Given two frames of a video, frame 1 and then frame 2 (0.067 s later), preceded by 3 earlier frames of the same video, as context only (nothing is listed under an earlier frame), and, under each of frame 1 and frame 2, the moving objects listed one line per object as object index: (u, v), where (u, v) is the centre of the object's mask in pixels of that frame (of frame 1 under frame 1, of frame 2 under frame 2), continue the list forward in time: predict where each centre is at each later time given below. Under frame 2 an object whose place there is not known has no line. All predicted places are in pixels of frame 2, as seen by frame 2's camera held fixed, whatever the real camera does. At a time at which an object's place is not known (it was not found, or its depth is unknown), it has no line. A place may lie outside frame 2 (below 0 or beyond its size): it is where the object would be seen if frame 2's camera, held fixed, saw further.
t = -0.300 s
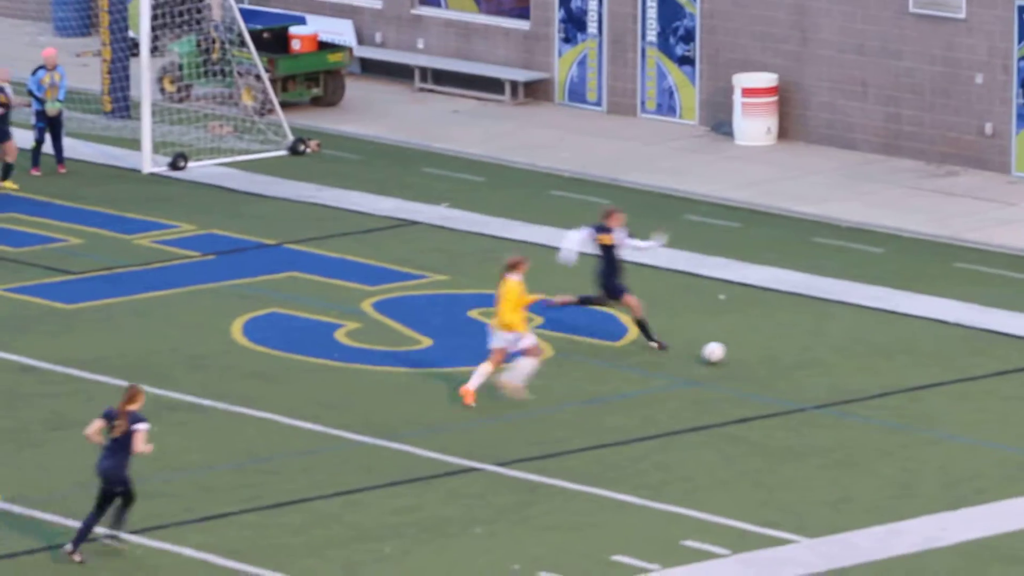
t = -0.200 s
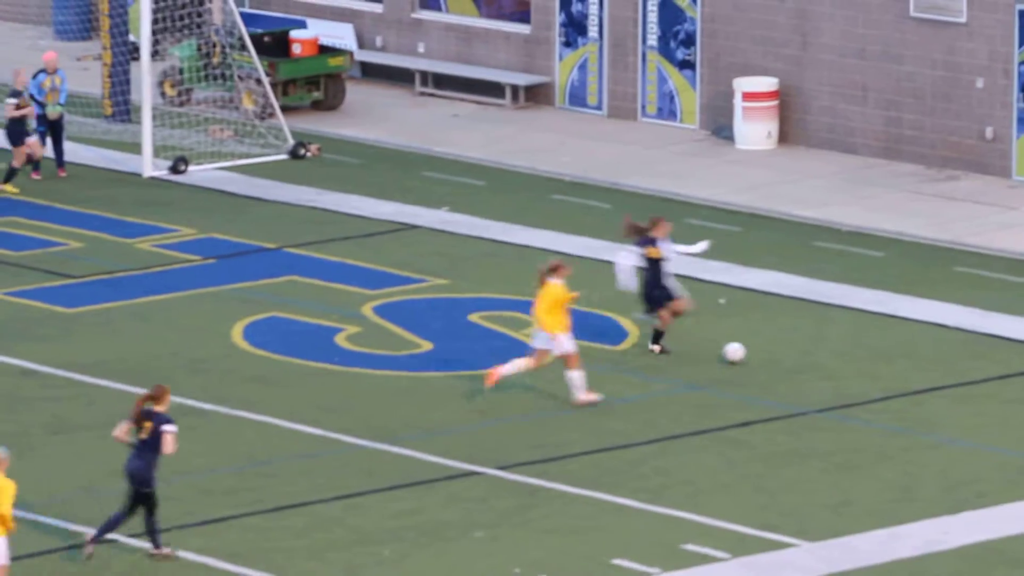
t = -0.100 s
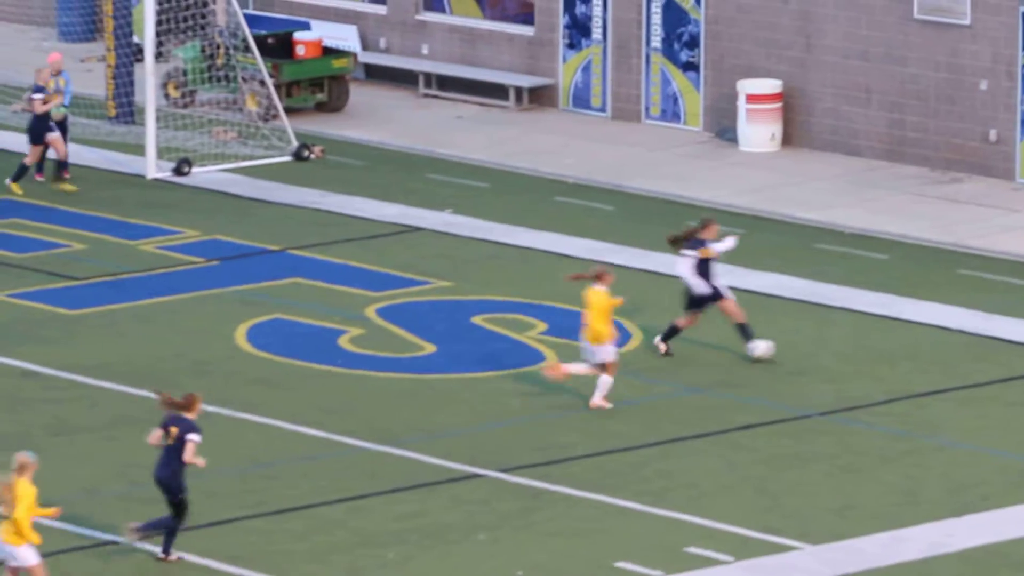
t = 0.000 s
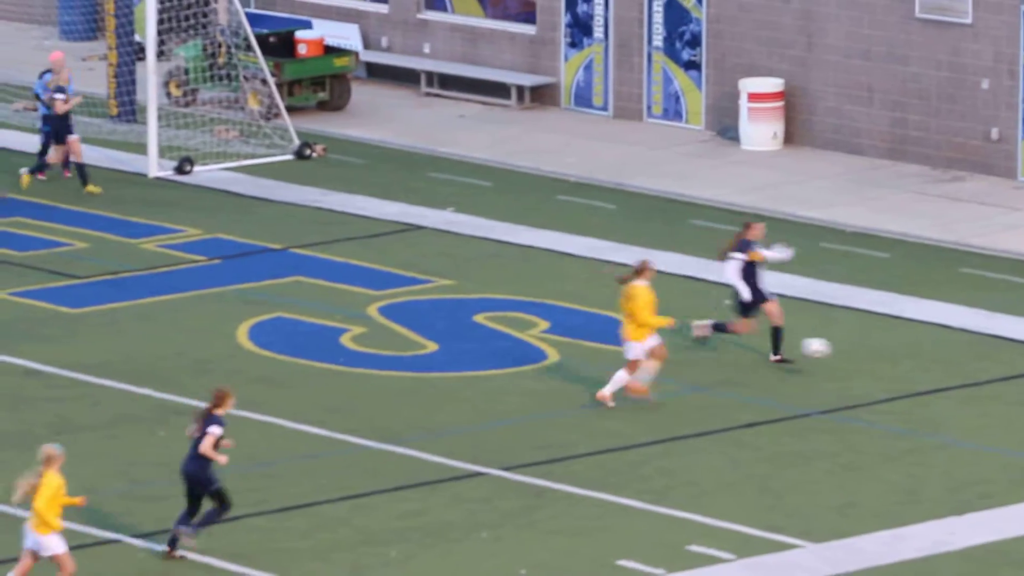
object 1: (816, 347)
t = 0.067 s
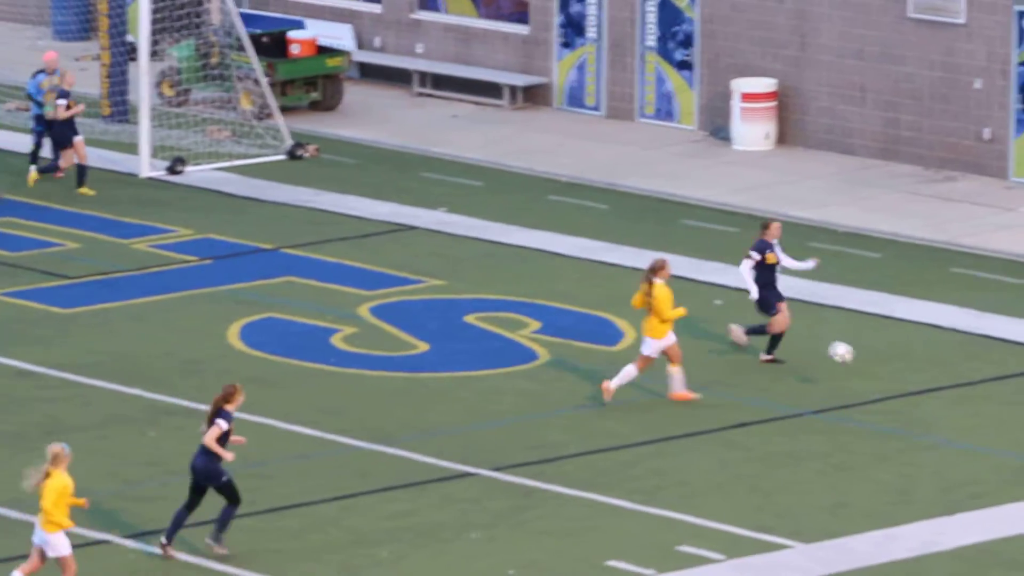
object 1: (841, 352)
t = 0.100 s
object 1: (858, 356)
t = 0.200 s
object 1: (907, 373)
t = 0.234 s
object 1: (922, 381)
